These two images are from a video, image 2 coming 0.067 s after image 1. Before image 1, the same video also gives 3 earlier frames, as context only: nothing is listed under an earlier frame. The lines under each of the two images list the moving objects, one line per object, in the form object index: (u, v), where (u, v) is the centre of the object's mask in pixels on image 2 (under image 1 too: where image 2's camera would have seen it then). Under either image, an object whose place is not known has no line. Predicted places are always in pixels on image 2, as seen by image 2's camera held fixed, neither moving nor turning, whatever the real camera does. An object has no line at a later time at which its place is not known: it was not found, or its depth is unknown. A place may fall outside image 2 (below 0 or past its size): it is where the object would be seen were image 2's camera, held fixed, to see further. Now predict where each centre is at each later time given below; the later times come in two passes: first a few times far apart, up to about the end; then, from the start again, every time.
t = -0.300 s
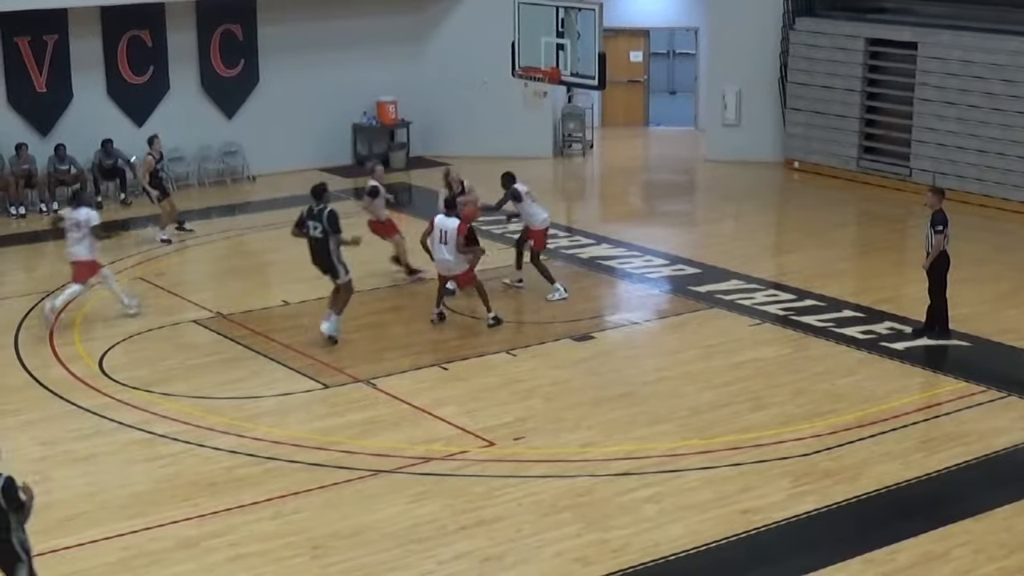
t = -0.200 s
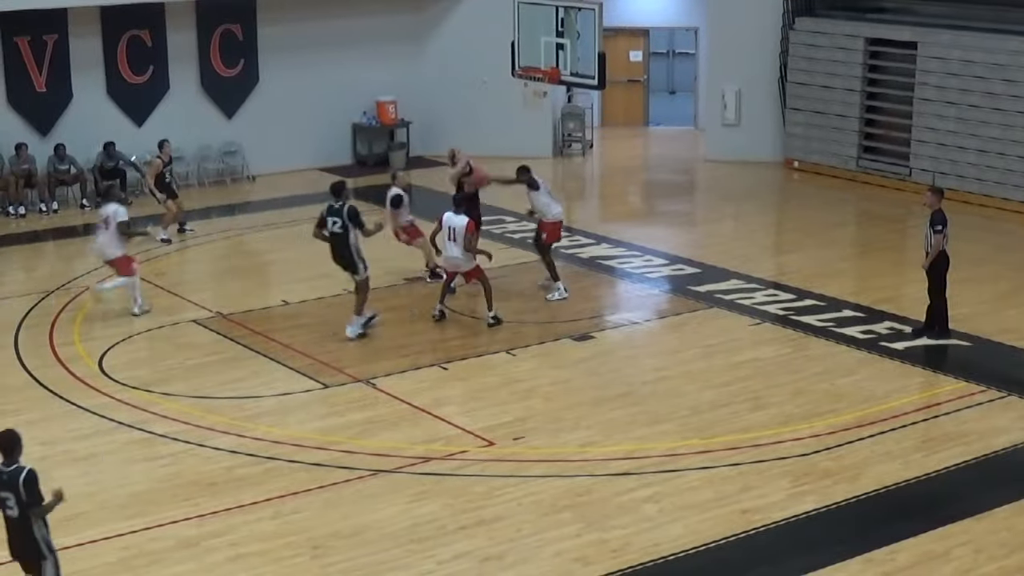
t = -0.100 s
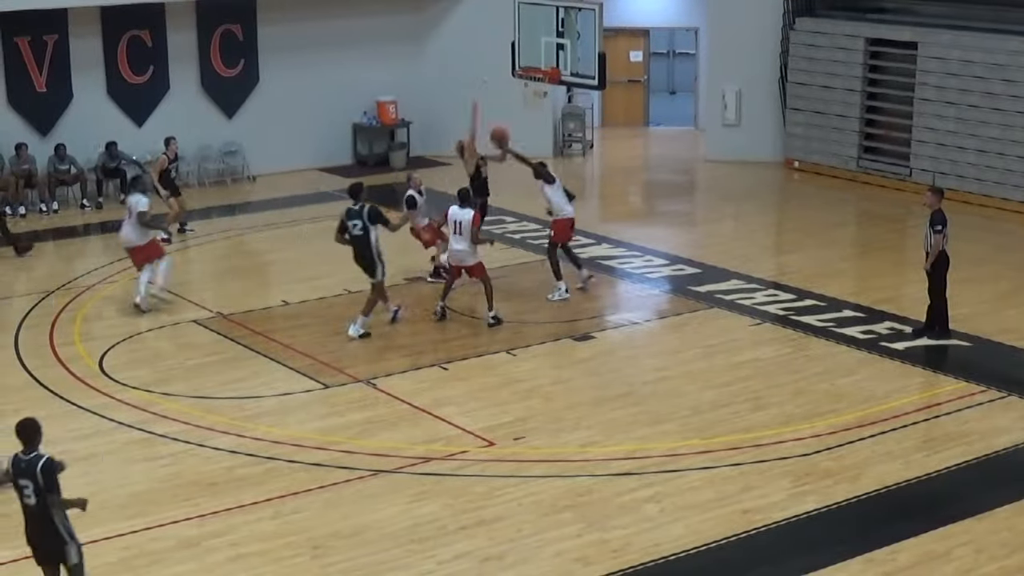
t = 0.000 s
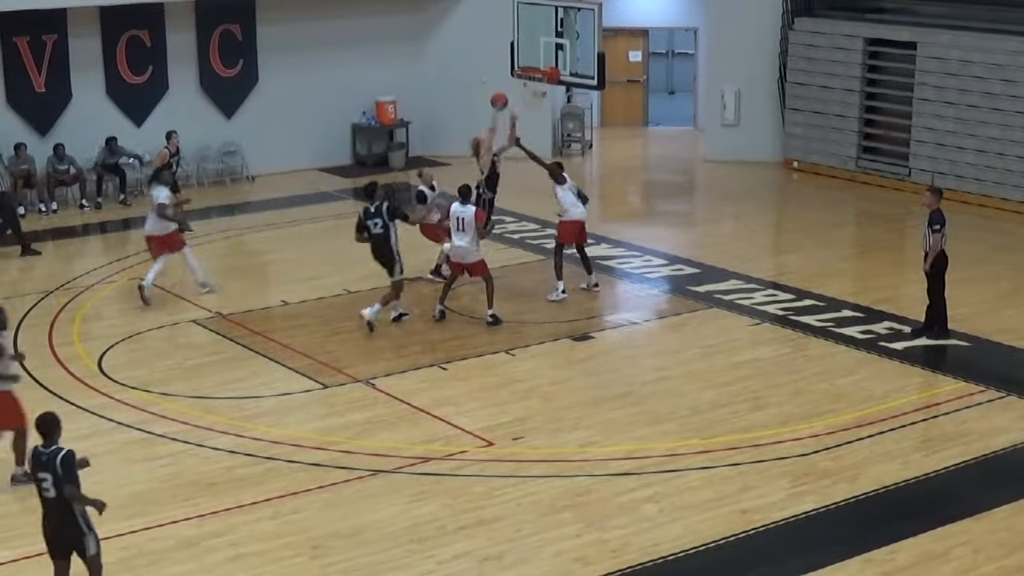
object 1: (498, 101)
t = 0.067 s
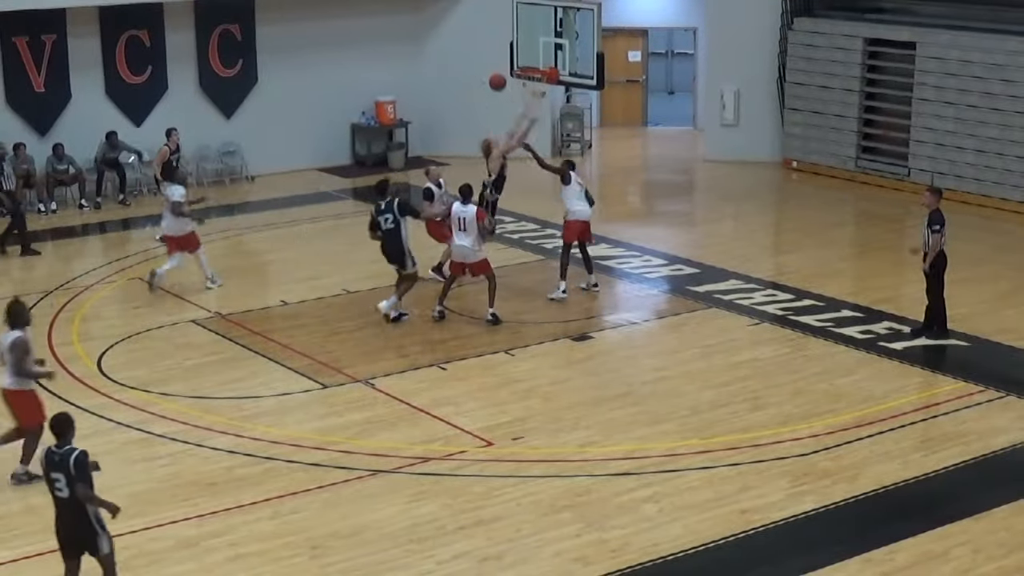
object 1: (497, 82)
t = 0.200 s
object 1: (496, 54)
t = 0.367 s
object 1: (494, 39)
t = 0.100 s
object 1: (496, 74)
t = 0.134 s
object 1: (496, 66)
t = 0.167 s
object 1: (496, 60)
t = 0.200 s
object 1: (496, 54)
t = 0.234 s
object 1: (495, 50)
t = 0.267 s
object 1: (495, 46)
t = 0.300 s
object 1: (495, 43)
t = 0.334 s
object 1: (494, 40)
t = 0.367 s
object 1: (494, 39)
